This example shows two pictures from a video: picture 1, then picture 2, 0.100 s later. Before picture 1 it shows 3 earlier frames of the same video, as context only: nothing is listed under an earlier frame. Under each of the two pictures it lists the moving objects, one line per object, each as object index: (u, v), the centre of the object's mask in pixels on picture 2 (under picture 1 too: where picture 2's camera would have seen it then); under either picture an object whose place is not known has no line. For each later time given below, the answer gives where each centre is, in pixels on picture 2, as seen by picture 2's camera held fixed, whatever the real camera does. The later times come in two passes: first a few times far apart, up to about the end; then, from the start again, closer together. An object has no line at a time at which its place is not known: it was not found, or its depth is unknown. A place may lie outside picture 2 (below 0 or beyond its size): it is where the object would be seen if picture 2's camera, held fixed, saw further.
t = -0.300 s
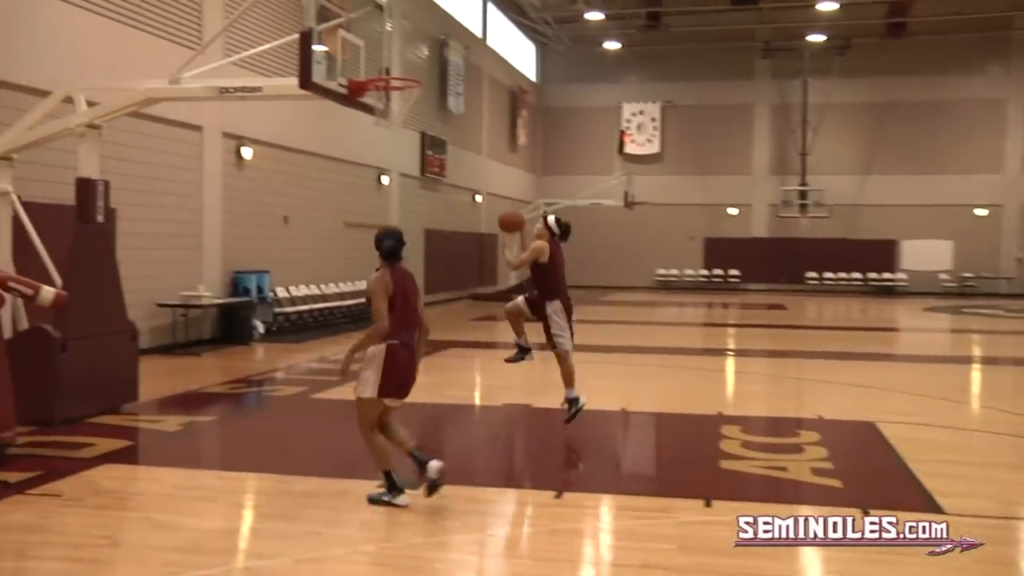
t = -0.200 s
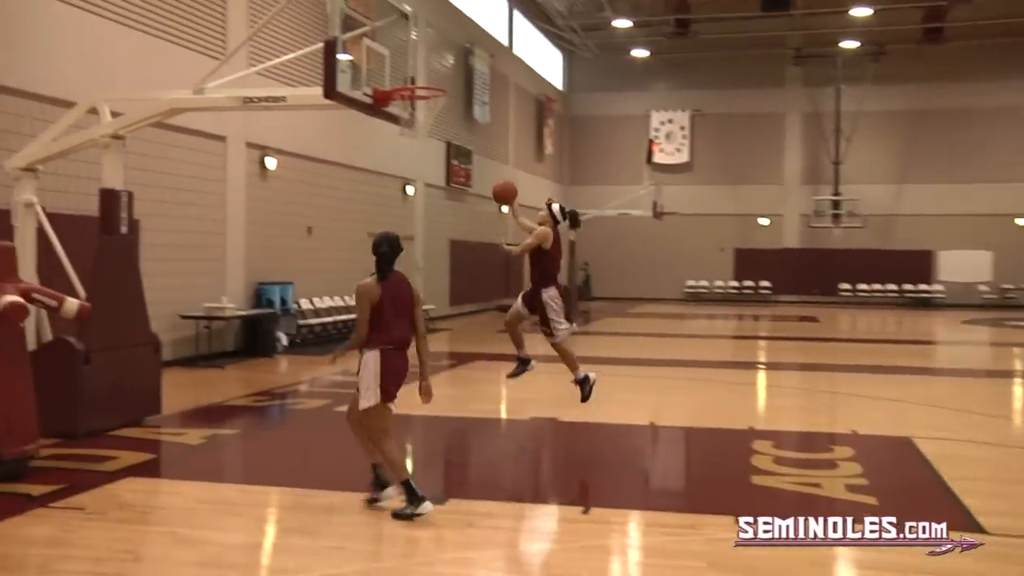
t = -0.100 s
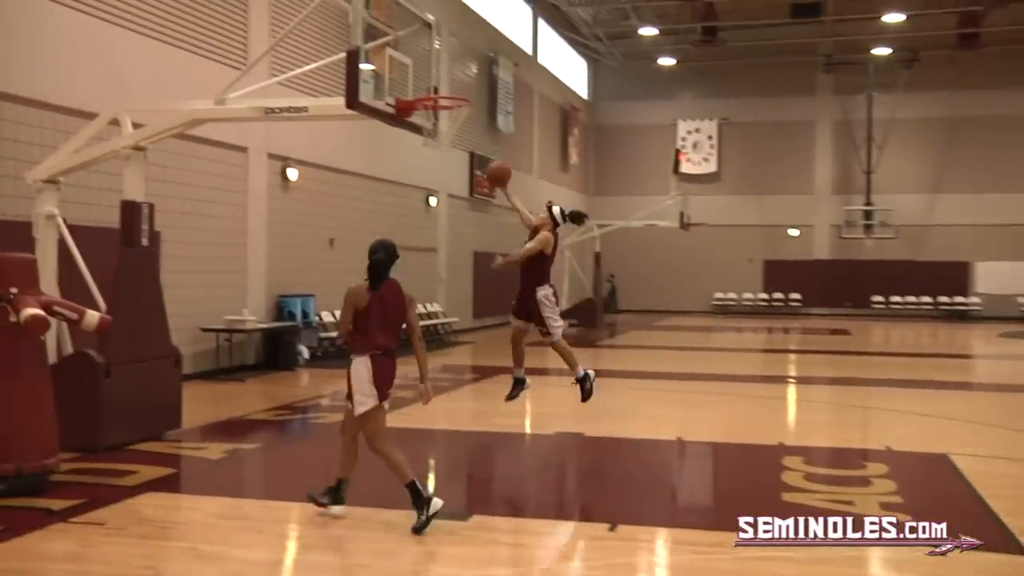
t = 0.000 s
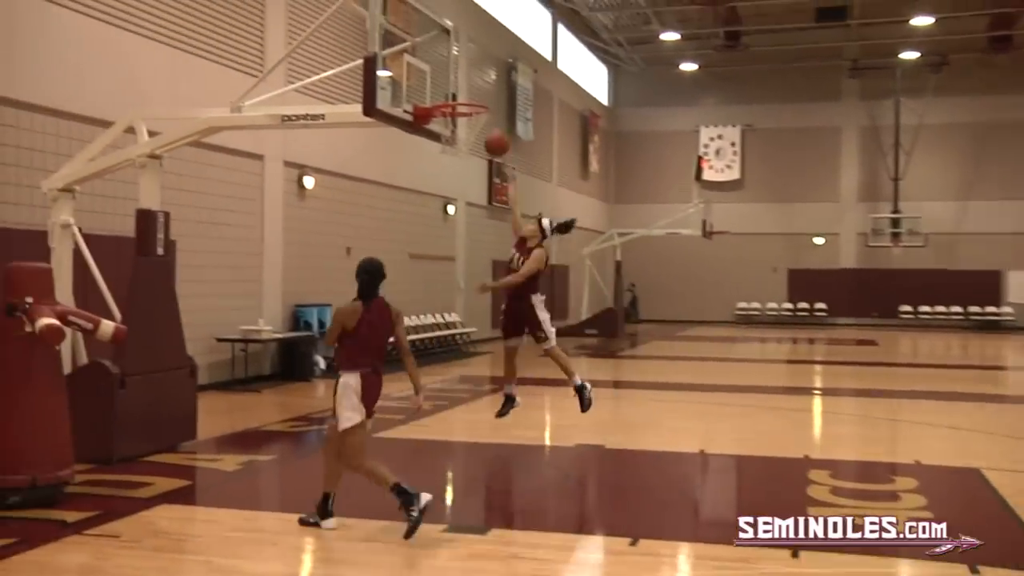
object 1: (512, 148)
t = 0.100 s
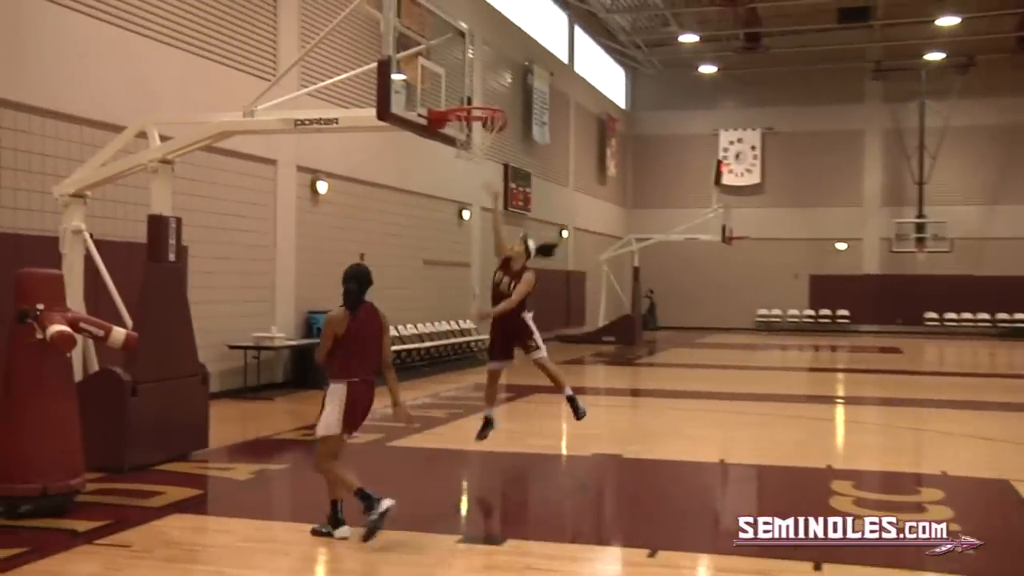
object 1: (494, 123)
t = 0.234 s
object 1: (469, 96)
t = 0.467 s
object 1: (478, 93)
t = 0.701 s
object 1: (488, 106)
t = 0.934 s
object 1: (483, 153)
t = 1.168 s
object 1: (467, 206)
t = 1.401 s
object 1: (449, 338)
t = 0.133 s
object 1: (487, 109)
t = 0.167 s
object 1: (482, 100)
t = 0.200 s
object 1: (475, 97)
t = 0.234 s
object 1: (469, 96)
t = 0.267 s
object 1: (463, 94)
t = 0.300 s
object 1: (461, 92)
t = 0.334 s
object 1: (464, 90)
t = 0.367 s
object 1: (467, 89)
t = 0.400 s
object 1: (471, 90)
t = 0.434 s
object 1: (475, 92)
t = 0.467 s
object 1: (478, 93)
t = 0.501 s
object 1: (482, 94)
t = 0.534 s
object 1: (484, 93)
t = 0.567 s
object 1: (484, 93)
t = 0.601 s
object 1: (485, 93)
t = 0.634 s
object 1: (487, 94)
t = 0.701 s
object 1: (488, 106)
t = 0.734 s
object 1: (488, 110)
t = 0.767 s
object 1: (488, 116)
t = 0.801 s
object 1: (487, 122)
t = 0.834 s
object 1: (486, 130)
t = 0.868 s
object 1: (485, 136)
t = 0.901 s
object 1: (484, 142)
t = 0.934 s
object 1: (483, 153)
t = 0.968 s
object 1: (480, 152)
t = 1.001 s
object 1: (477, 158)
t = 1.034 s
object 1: (475, 165)
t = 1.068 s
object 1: (473, 173)
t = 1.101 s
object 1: (472, 181)
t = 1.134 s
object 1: (470, 192)
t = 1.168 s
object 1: (467, 206)
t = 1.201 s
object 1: (464, 222)
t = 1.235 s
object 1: (462, 237)
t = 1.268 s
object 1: (459, 255)
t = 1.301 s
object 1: (457, 273)
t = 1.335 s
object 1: (455, 293)
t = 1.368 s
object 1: (452, 312)
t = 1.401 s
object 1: (449, 338)
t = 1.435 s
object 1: (448, 361)
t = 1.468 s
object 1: (445, 383)
